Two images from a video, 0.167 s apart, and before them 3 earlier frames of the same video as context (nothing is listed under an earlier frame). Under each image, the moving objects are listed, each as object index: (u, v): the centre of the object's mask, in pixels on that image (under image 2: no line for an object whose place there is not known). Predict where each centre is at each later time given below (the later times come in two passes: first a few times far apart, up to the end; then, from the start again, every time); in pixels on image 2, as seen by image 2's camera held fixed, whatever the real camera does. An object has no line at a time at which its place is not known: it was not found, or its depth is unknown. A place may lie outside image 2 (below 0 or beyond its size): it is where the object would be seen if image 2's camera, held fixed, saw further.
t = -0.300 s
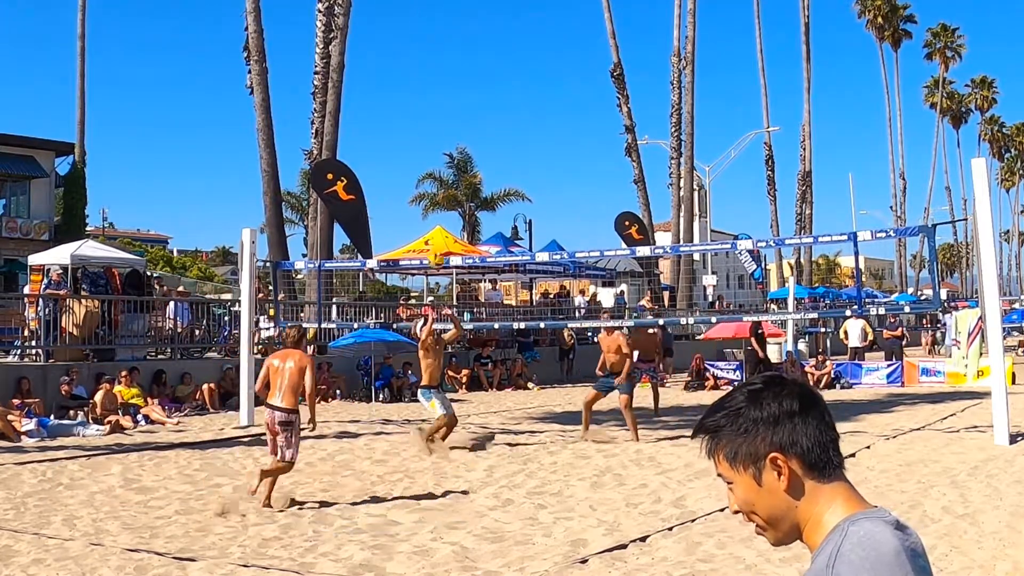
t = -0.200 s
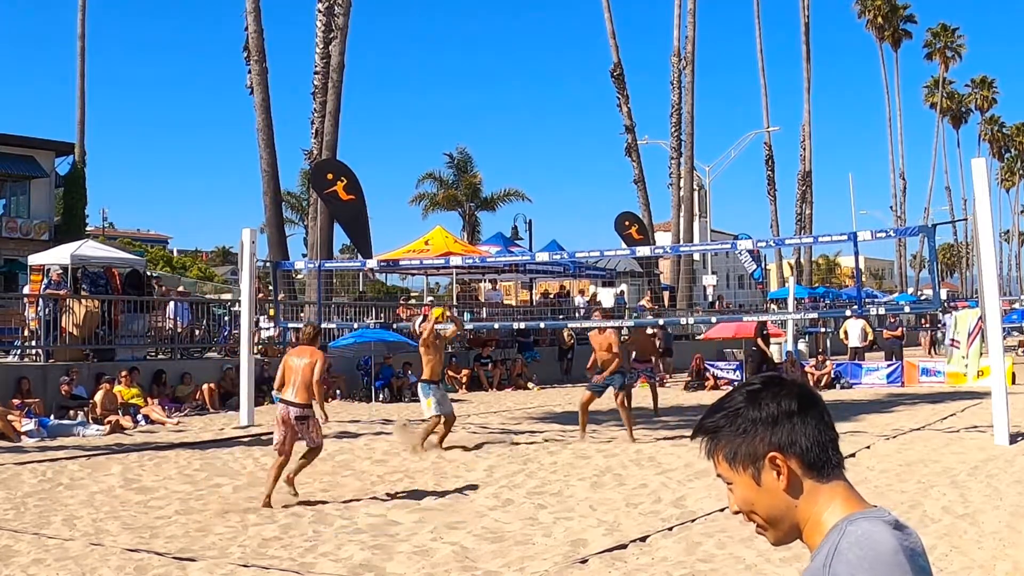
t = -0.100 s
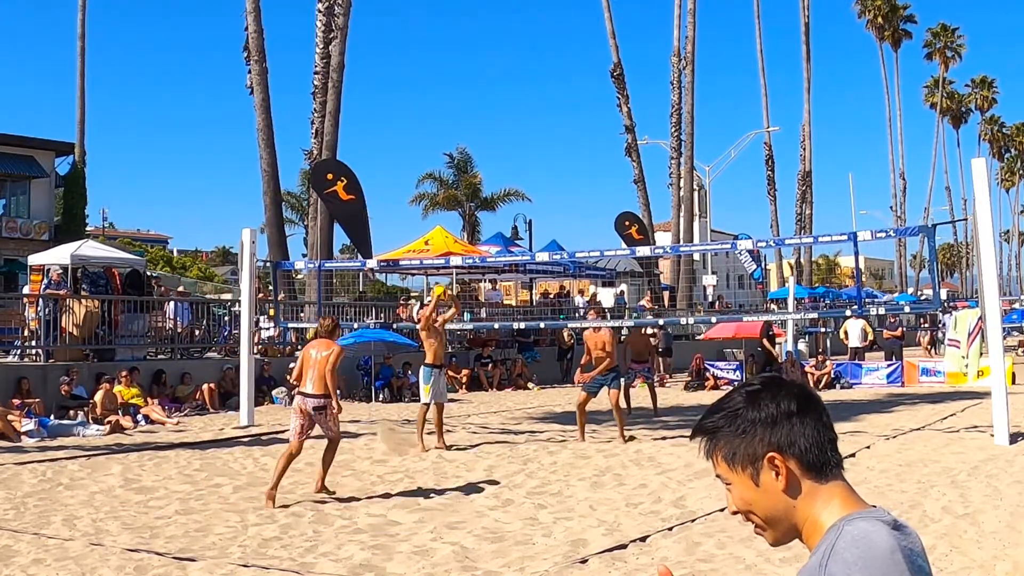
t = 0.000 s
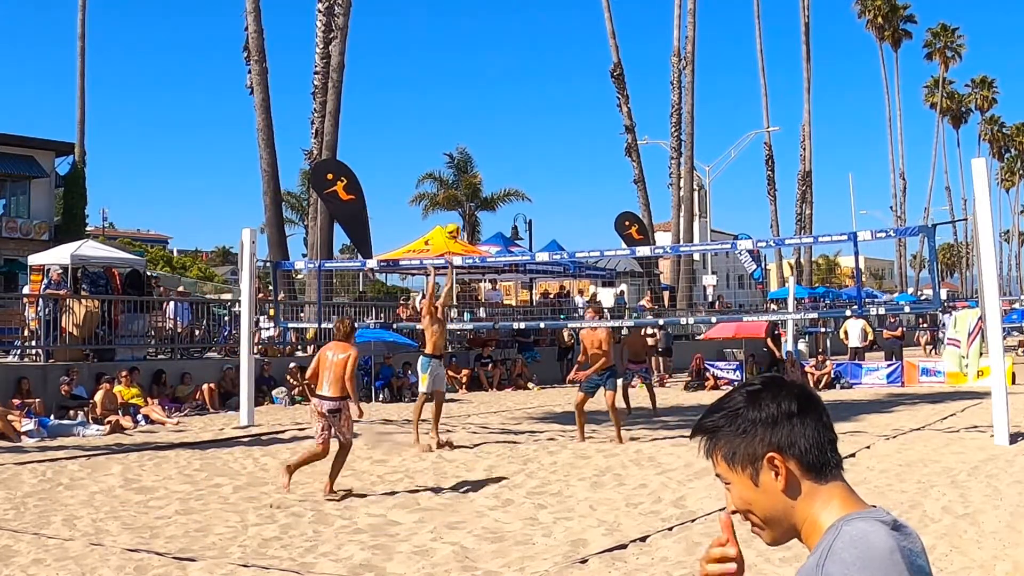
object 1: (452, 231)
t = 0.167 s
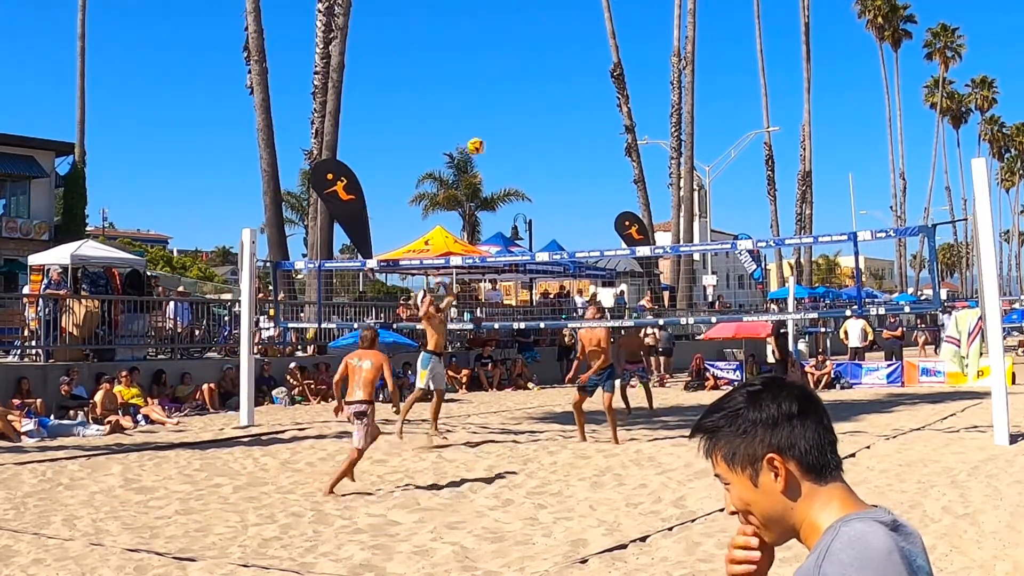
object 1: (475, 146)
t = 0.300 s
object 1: (493, 97)
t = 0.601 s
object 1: (532, 44)
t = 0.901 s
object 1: (567, 60)
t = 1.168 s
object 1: (595, 130)
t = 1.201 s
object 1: (599, 142)
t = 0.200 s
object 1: (480, 132)
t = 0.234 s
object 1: (485, 120)
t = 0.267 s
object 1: (489, 108)
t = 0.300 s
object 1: (493, 97)
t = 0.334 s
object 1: (498, 87)
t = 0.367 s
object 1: (502, 79)
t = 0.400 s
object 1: (507, 71)
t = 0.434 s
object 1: (511, 64)
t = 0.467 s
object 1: (516, 59)
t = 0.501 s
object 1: (520, 54)
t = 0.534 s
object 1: (524, 50)
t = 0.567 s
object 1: (528, 46)
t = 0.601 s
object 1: (532, 44)
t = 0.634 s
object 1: (536, 43)
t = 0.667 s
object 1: (540, 42)
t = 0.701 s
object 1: (544, 42)
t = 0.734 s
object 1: (548, 42)
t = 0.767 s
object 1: (552, 44)
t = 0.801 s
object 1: (556, 47)
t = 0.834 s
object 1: (560, 50)
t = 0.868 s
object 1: (564, 54)
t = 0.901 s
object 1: (567, 60)
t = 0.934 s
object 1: (571, 66)
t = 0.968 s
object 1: (574, 72)
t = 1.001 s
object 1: (578, 80)
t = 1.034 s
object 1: (581, 88)
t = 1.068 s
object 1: (585, 97)
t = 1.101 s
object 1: (589, 107)
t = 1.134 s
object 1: (592, 118)
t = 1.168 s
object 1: (595, 130)
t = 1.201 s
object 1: (599, 142)
